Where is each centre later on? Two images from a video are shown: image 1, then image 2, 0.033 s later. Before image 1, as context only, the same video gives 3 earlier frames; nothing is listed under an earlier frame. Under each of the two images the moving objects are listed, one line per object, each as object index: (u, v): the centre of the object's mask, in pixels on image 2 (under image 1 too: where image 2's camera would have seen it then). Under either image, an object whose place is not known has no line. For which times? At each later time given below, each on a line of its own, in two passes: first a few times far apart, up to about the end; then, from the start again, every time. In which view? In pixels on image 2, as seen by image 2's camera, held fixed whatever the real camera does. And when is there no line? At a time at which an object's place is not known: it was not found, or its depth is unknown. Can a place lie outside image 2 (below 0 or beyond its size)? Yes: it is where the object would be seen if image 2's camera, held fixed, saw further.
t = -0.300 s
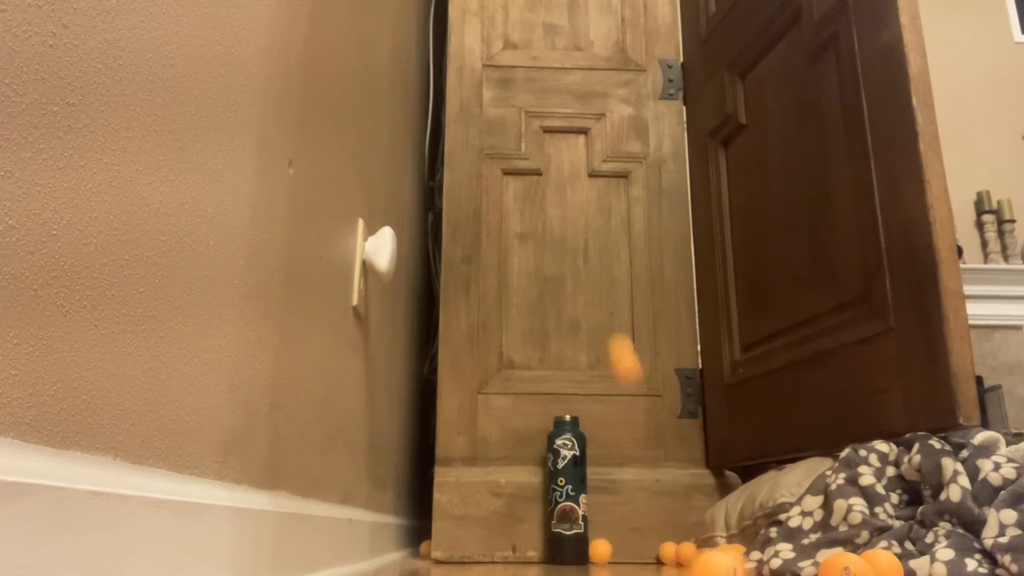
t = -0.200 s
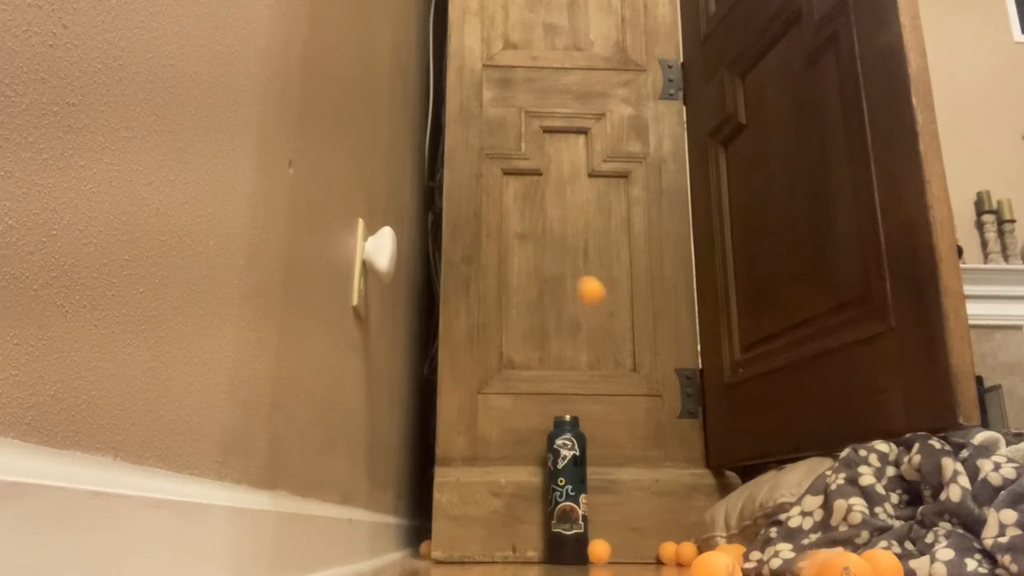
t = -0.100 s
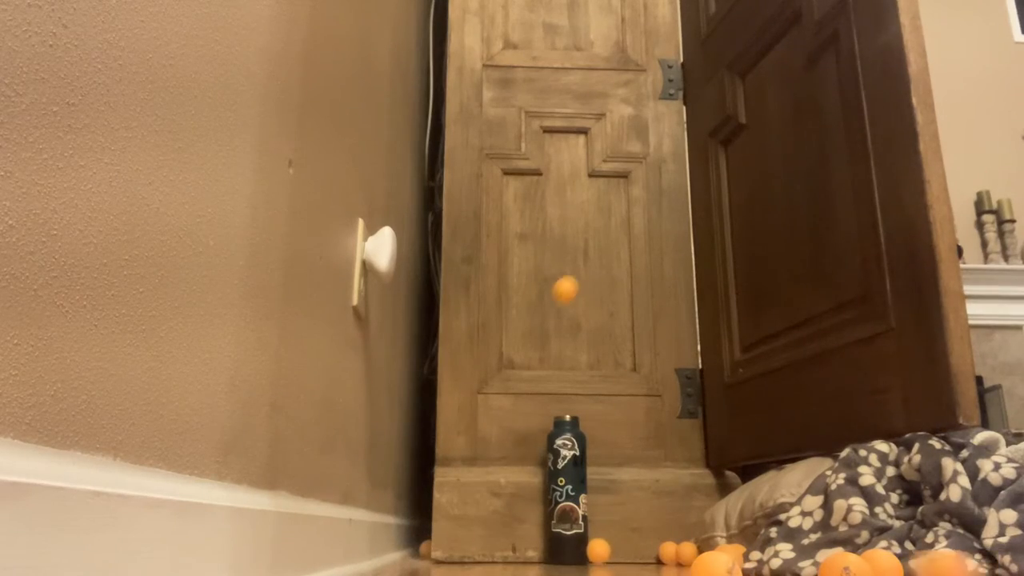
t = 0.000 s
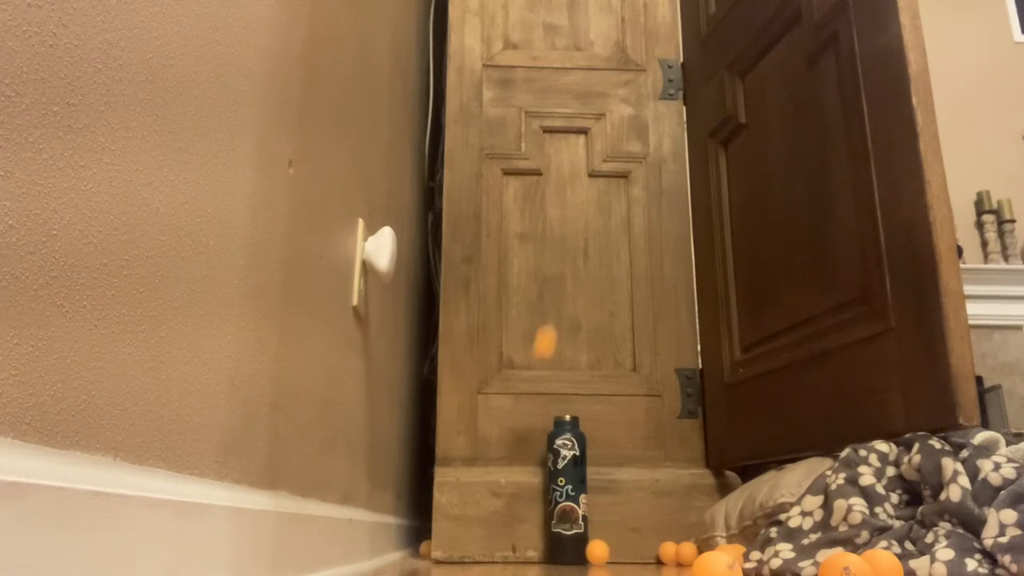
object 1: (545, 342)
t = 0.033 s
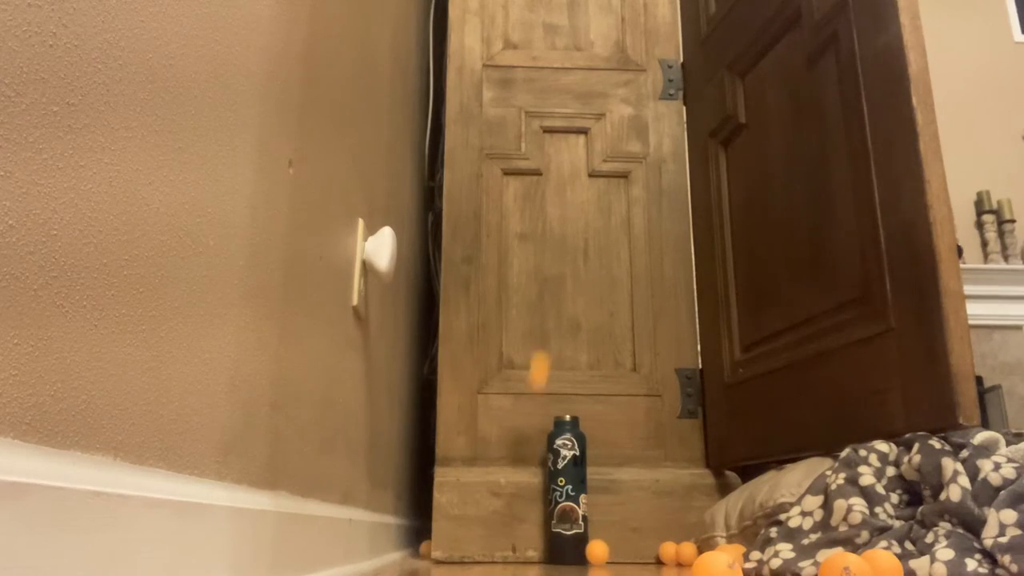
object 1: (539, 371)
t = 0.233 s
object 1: (511, 487)
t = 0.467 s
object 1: (491, 425)
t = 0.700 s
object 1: (467, 470)
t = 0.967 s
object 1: (438, 504)
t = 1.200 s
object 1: (421, 451)
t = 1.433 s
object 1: (399, 493)
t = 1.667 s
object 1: (399, 524)
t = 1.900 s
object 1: (513, 538)
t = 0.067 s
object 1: (532, 406)
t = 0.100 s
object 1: (527, 448)
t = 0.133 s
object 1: (521, 493)
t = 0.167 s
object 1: (518, 538)
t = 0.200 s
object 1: (515, 522)
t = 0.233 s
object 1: (511, 487)
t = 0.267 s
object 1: (509, 461)
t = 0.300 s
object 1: (506, 441)
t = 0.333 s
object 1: (503, 425)
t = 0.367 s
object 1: (500, 416)
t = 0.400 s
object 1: (497, 413)
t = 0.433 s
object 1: (494, 416)
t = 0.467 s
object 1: (491, 425)
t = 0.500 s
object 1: (488, 440)
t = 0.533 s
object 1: (484, 463)
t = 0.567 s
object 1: (480, 496)
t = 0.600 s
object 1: (476, 536)
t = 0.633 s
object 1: (473, 529)
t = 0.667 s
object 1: (470, 496)
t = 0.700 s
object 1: (467, 470)
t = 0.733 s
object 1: (464, 451)
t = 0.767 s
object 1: (461, 439)
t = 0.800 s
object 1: (458, 433)
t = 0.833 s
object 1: (455, 432)
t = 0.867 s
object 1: (452, 438)
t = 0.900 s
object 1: (448, 451)
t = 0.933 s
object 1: (443, 474)
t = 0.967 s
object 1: (438, 504)
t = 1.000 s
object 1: (434, 541)
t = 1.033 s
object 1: (430, 530)
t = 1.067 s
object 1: (429, 500)
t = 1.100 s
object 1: (428, 477)
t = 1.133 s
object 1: (426, 461)
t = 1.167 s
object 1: (423, 453)
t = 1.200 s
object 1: (421, 451)
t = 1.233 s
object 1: (419, 457)
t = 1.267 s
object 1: (416, 471)
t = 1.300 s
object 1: (412, 494)
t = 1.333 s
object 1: (408, 525)
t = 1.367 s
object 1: (404, 549)
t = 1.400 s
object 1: (402, 516)
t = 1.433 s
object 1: (399, 493)
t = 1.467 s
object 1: (397, 476)
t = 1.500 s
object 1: (395, 467)
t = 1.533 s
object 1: (391, 466)
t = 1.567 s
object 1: (388, 472)
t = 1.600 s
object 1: (384, 487)
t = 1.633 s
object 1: (382, 508)
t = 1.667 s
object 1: (399, 524)
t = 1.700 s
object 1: (417, 549)
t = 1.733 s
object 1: (436, 544)
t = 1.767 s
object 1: (450, 528)
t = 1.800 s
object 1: (465, 517)
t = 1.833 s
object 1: (481, 515)
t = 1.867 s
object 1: (497, 521)
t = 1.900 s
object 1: (513, 538)
